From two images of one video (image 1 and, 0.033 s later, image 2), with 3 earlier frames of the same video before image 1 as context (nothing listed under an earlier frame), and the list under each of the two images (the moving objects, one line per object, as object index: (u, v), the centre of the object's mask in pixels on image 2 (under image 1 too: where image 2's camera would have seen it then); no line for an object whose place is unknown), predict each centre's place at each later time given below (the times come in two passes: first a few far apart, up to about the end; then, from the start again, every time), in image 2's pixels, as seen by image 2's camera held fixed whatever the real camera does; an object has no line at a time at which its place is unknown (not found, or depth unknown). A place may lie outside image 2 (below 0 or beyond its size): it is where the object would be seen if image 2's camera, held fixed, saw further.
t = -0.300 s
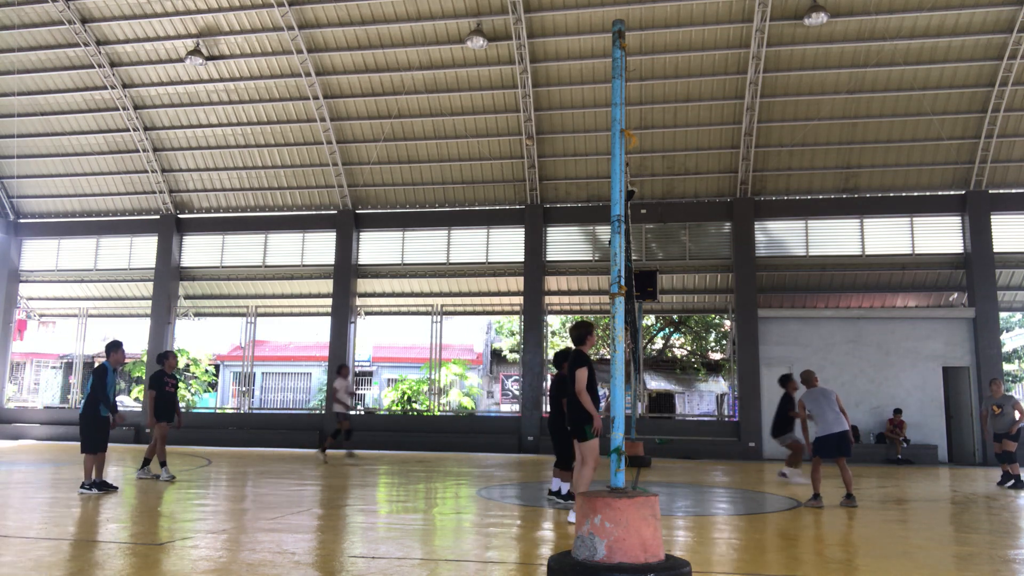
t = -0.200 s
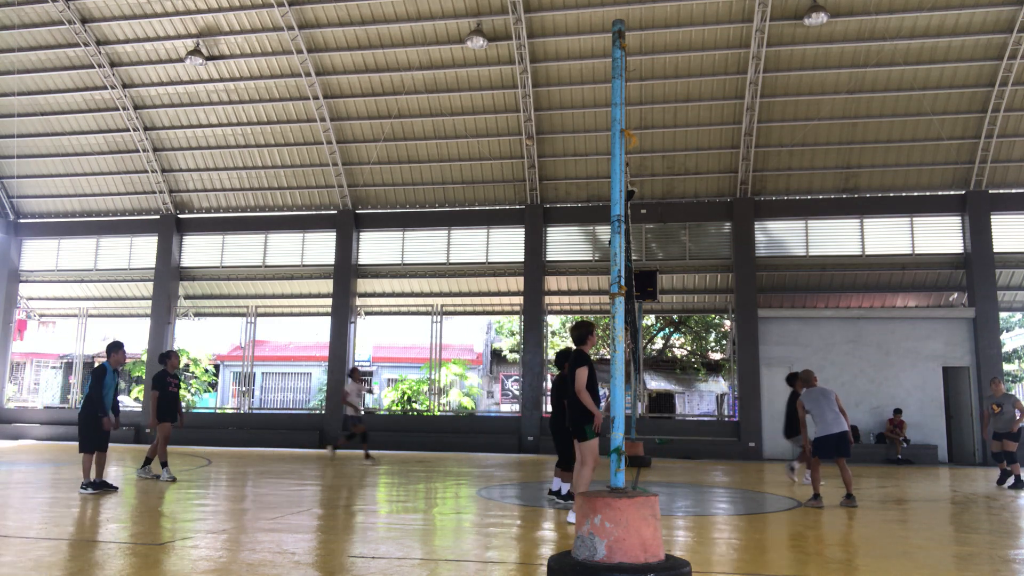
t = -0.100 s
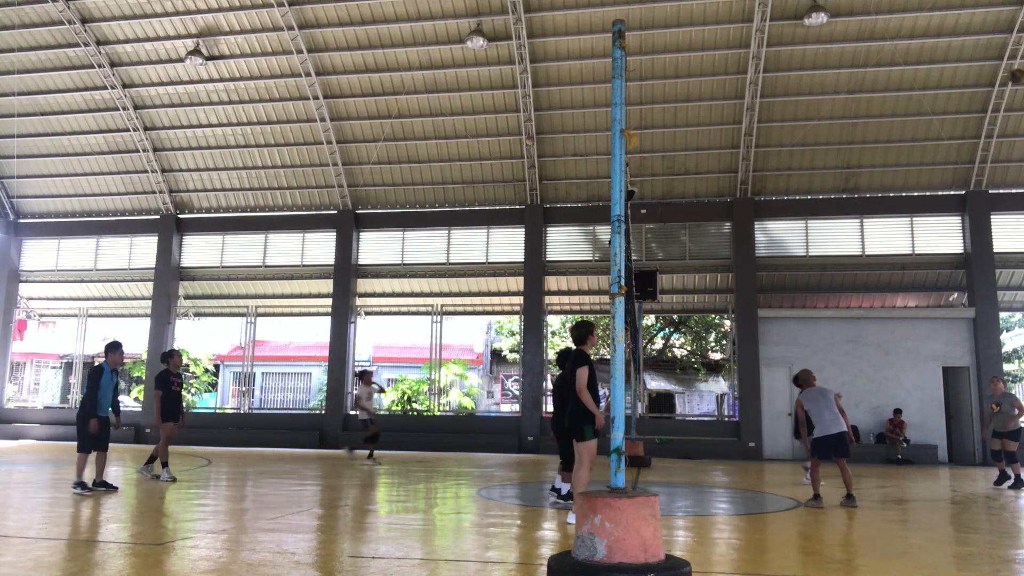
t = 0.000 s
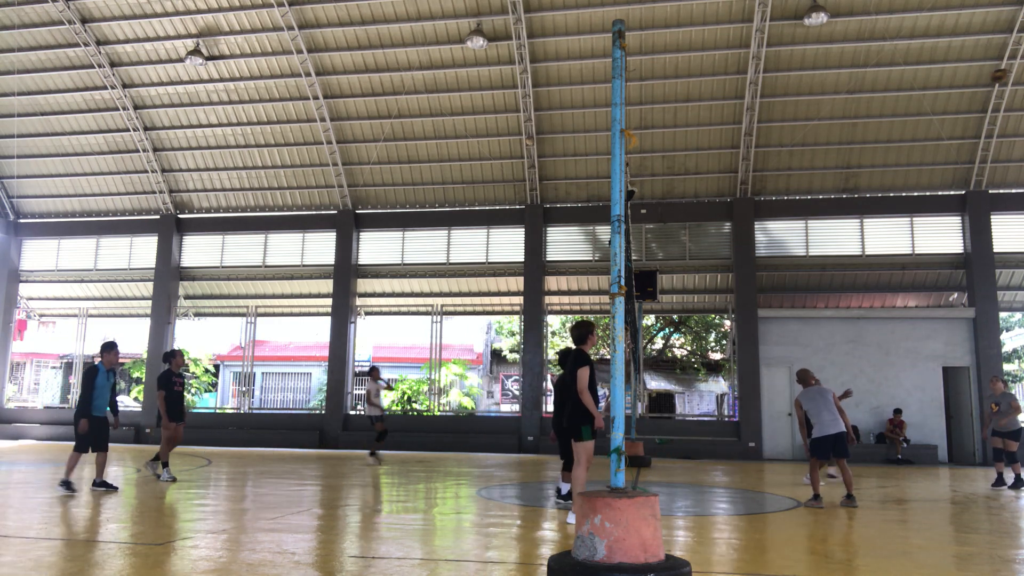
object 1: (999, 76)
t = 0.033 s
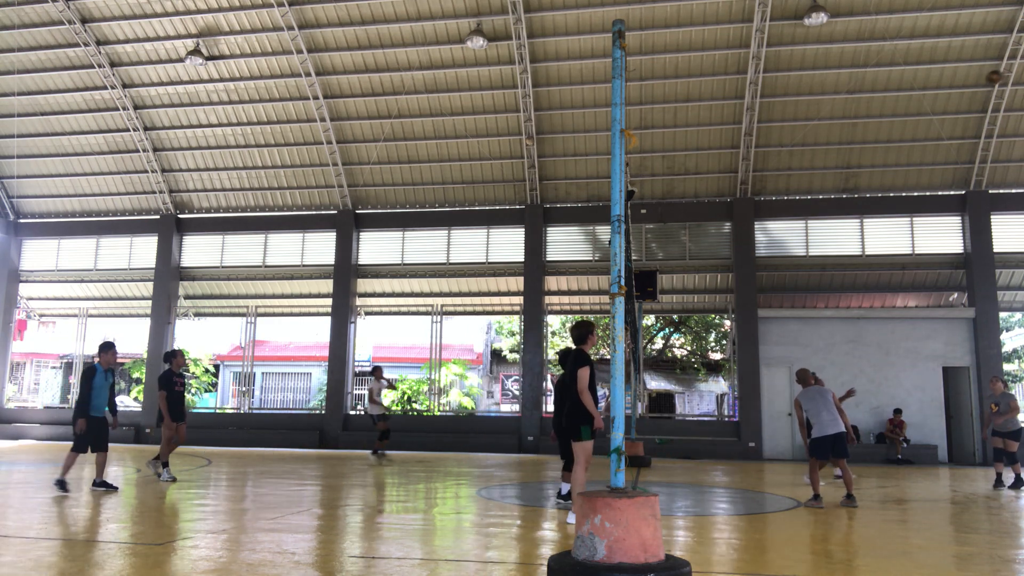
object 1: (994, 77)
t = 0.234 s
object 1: (964, 100)
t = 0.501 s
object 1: (928, 167)
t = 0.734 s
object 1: (898, 261)
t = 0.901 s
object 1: (879, 345)
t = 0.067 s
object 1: (989, 79)
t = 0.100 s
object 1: (984, 82)
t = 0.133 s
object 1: (979, 85)
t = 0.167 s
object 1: (974, 90)
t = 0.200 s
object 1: (969, 94)
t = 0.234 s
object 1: (964, 100)
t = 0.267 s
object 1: (960, 106)
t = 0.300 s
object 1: (955, 113)
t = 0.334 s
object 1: (949, 121)
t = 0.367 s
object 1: (945, 128)
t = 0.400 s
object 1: (941, 136)
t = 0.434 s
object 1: (937, 145)
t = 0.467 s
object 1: (932, 156)
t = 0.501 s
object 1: (928, 167)
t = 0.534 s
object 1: (923, 179)
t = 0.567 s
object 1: (919, 188)
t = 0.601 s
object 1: (914, 204)
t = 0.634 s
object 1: (911, 213)
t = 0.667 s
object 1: (907, 229)
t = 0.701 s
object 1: (903, 243)
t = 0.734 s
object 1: (898, 261)
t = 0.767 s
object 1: (894, 277)
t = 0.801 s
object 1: (891, 290)
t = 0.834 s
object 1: (887, 307)
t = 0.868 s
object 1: (883, 328)
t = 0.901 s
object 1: (879, 345)
